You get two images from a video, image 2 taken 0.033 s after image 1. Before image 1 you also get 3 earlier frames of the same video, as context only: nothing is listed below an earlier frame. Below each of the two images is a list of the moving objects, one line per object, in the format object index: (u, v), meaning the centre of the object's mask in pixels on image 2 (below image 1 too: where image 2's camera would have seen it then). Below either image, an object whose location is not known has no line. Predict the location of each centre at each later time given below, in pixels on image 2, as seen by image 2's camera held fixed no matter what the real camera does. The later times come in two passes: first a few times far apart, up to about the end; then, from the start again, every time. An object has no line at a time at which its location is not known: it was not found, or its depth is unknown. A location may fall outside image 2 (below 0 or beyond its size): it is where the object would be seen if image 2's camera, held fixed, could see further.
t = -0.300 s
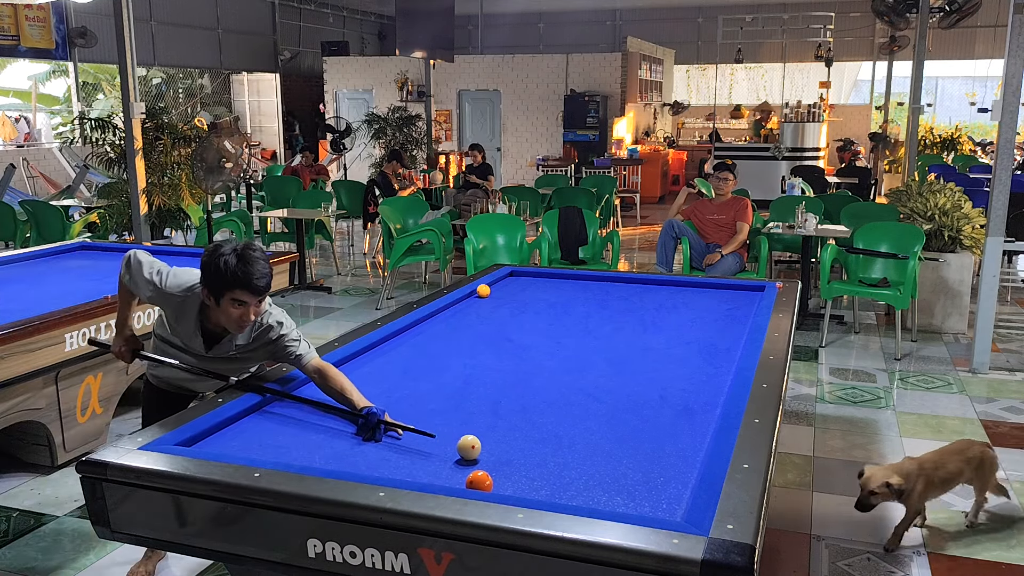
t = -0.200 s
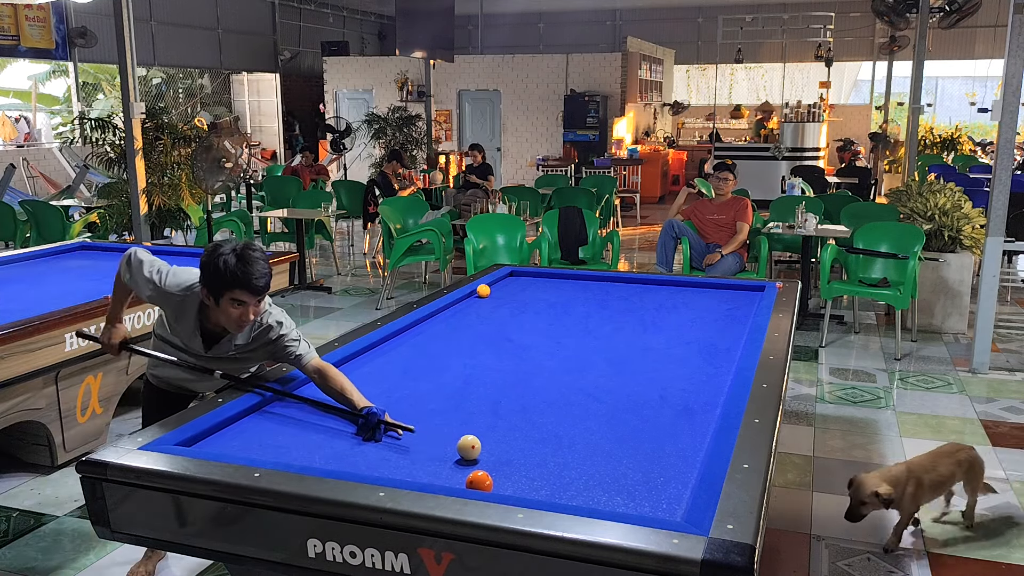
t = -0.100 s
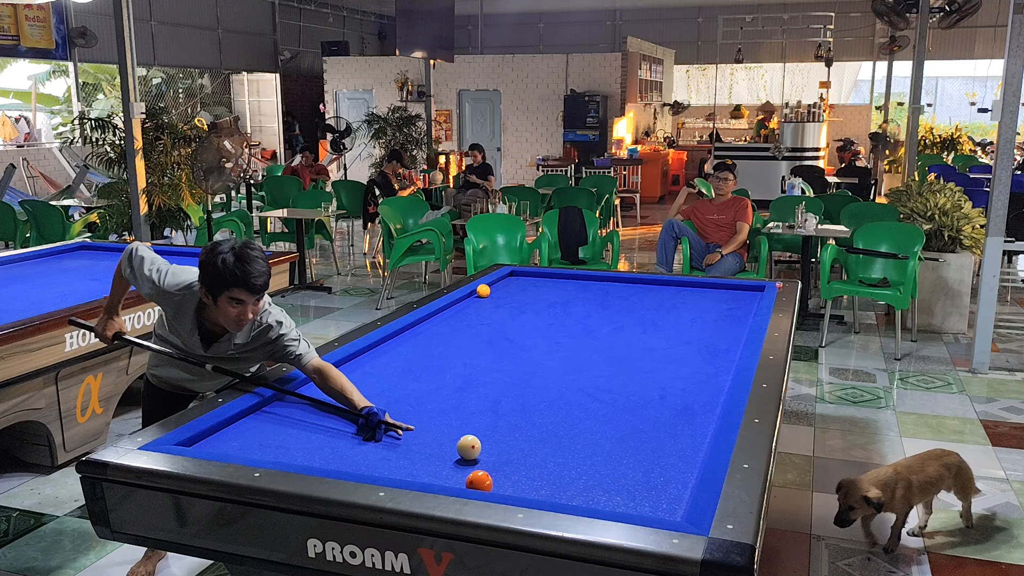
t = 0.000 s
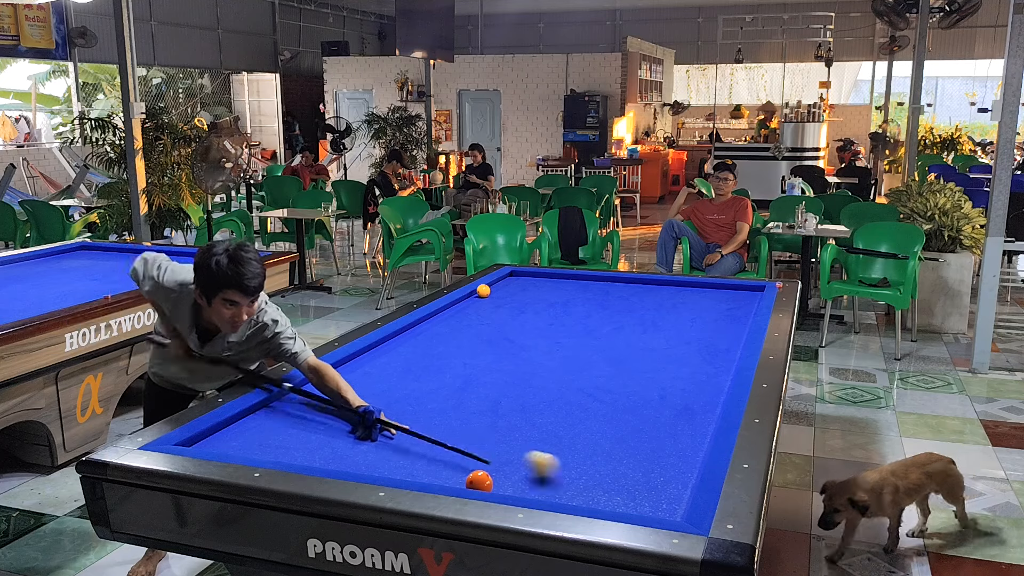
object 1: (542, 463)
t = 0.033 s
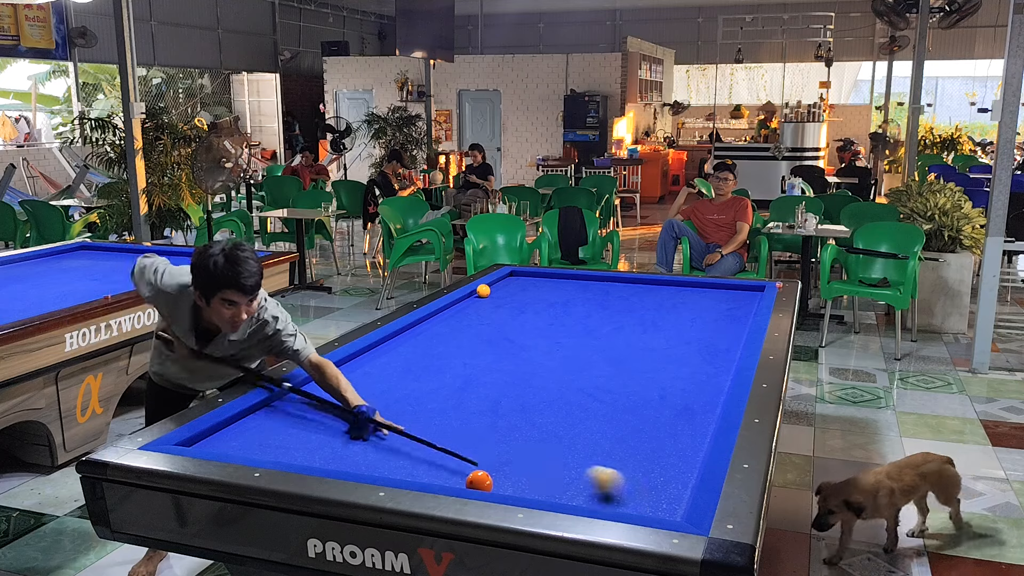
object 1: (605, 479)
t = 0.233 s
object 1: (485, 461)
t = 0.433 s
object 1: (349, 409)
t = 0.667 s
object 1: (379, 379)
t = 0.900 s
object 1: (507, 363)
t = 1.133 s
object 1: (604, 348)
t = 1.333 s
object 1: (678, 336)
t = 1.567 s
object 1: (740, 324)
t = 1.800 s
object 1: (706, 311)
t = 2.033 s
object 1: (685, 300)
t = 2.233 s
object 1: (670, 292)
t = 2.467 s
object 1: (654, 282)
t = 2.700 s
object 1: (638, 283)
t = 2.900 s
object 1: (625, 285)
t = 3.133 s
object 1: (609, 288)
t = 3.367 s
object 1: (594, 291)
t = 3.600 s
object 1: (579, 293)
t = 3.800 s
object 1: (566, 296)
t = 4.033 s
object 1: (551, 298)
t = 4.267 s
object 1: (536, 301)
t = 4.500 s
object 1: (520, 303)
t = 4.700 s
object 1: (508, 305)
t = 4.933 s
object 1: (493, 308)
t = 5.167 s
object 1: (478, 311)
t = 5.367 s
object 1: (466, 313)
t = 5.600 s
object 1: (451, 315)
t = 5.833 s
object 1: (437, 318)
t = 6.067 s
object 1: (425, 320)
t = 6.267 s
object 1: (425, 323)
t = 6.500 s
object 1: (425, 325)
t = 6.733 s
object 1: (425, 328)
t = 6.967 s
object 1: (426, 330)
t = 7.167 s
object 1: (426, 332)
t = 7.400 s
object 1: (426, 334)
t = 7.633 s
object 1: (426, 337)
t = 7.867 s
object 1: (426, 339)
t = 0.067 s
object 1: (674, 495)
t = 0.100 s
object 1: (637, 501)
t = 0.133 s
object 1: (580, 498)
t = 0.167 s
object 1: (545, 486)
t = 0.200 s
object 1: (513, 474)
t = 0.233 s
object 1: (485, 461)
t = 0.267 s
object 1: (457, 452)
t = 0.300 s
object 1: (433, 441)
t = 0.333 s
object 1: (410, 433)
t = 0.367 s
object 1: (388, 424)
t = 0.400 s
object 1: (368, 416)
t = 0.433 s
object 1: (349, 409)
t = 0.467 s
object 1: (331, 403)
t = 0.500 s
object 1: (314, 397)
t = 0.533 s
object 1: (299, 391)
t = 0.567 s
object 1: (308, 387)
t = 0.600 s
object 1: (333, 384)
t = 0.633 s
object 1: (357, 382)
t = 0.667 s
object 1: (379, 379)
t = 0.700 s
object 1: (400, 377)
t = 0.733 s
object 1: (420, 374)
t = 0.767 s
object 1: (439, 372)
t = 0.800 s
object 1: (458, 369)
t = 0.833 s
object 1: (475, 367)
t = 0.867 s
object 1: (491, 365)
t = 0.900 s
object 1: (507, 363)
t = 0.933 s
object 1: (522, 360)
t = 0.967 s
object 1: (536, 358)
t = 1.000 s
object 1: (550, 356)
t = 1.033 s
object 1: (564, 354)
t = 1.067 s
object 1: (577, 352)
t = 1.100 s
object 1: (590, 350)
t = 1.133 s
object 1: (604, 348)
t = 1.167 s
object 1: (617, 346)
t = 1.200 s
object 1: (629, 344)
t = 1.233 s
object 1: (642, 342)
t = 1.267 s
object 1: (654, 340)
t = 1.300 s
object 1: (666, 338)
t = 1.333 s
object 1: (678, 336)
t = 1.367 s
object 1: (689, 335)
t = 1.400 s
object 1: (701, 333)
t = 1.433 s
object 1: (712, 331)
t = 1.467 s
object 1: (724, 329)
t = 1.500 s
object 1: (734, 328)
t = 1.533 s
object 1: (744, 326)
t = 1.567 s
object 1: (740, 324)
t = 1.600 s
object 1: (733, 322)
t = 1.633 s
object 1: (727, 320)
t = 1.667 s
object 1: (721, 318)
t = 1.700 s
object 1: (717, 316)
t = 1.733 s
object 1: (712, 314)
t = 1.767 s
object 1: (709, 313)
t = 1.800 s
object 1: (706, 311)
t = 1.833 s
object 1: (702, 309)
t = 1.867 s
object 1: (699, 308)
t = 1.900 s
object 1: (697, 306)
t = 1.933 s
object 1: (694, 305)
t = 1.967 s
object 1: (691, 303)
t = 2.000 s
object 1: (688, 301)
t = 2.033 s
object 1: (685, 300)
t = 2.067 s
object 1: (683, 298)
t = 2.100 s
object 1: (680, 297)
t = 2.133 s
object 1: (677, 296)
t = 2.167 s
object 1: (675, 294)
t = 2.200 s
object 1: (672, 293)
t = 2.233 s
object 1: (670, 292)
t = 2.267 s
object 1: (667, 290)
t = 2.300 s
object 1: (665, 289)
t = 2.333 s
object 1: (663, 288)
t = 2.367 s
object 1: (660, 286)
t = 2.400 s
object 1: (658, 285)
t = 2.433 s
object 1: (656, 284)
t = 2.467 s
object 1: (654, 282)
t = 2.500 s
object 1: (651, 281)
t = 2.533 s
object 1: (649, 281)
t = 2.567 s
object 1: (647, 281)
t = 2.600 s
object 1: (645, 282)
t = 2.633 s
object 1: (642, 282)
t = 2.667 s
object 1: (640, 283)
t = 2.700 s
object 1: (638, 283)
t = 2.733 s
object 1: (636, 284)
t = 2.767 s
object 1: (634, 284)
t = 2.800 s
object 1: (631, 284)
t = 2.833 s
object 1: (629, 285)
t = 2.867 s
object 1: (627, 285)
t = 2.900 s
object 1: (625, 285)
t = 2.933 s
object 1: (623, 286)
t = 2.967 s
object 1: (620, 286)
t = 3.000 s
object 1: (618, 287)
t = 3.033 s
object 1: (616, 287)
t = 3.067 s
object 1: (614, 287)
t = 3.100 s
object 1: (612, 288)
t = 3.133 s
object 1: (609, 288)
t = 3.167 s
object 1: (607, 288)
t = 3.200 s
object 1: (605, 289)
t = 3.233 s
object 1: (603, 289)
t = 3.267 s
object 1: (601, 289)
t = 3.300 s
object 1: (599, 290)
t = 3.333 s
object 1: (596, 290)
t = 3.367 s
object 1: (594, 291)
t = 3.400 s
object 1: (592, 291)
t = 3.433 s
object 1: (590, 291)
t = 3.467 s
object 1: (588, 292)
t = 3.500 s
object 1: (585, 292)
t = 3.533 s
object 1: (583, 293)
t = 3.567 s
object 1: (581, 293)
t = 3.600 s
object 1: (579, 293)
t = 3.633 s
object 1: (577, 294)
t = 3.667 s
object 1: (575, 294)
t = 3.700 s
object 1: (573, 294)
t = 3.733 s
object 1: (570, 295)
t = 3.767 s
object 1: (568, 295)
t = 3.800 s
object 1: (566, 296)
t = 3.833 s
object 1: (564, 296)
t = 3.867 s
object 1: (562, 296)
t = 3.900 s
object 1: (559, 296)
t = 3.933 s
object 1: (557, 297)
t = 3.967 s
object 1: (555, 297)
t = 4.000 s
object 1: (553, 298)
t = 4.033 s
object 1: (551, 298)
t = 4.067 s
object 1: (548, 298)
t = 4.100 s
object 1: (546, 299)
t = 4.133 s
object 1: (544, 299)
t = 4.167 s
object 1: (542, 300)
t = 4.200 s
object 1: (540, 300)
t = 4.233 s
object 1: (538, 300)
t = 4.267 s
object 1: (536, 301)
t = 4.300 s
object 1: (533, 301)
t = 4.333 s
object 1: (531, 301)
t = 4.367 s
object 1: (529, 302)
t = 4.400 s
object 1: (527, 302)
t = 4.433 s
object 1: (525, 302)
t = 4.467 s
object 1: (522, 303)
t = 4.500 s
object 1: (520, 303)
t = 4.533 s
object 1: (518, 303)
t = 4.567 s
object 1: (516, 304)
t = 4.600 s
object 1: (514, 304)
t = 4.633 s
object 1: (512, 305)
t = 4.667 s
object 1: (510, 305)
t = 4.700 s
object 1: (508, 305)
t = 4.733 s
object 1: (506, 306)
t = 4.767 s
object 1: (504, 306)
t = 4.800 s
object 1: (502, 307)
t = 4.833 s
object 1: (499, 307)
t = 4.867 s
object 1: (497, 307)
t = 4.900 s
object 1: (495, 308)
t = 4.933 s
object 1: (493, 308)
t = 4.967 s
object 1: (491, 308)
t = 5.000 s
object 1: (489, 309)
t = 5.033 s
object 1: (487, 309)
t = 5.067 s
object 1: (485, 309)
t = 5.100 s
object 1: (483, 309)
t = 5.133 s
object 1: (480, 310)
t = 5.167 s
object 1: (478, 311)
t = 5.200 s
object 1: (476, 311)
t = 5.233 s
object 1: (474, 311)
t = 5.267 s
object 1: (472, 312)
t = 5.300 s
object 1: (470, 312)
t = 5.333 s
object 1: (468, 312)
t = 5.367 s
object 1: (466, 313)
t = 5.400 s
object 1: (464, 313)
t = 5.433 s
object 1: (462, 313)
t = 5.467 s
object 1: (460, 314)
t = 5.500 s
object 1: (458, 314)
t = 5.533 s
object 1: (455, 314)
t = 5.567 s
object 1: (453, 315)
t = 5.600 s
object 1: (451, 315)
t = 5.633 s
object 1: (450, 315)
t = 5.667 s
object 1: (447, 316)
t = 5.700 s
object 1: (445, 316)
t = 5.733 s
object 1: (443, 317)
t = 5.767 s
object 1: (441, 317)
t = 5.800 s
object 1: (439, 317)
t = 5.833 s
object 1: (437, 318)
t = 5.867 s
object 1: (435, 318)
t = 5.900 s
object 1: (433, 318)
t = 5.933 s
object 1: (431, 319)
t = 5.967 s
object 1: (429, 319)
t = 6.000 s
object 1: (427, 320)
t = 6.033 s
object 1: (425, 320)
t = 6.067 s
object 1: (425, 320)
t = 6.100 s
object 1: (425, 321)
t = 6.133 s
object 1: (425, 321)
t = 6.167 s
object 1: (425, 321)
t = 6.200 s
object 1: (425, 322)
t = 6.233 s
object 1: (425, 322)
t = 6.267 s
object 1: (425, 323)
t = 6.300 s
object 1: (425, 323)
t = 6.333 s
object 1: (425, 323)
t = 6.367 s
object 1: (425, 324)
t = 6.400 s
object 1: (425, 324)
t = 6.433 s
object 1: (425, 325)
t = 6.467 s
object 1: (425, 325)
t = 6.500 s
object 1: (425, 325)
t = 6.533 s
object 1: (425, 326)
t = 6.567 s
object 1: (425, 326)
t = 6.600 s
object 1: (425, 326)
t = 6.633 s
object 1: (425, 327)
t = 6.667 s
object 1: (425, 327)
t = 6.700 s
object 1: (425, 327)
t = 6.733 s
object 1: (425, 328)
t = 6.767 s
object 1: (425, 328)
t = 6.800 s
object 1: (425, 328)
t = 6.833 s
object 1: (426, 329)
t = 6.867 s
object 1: (426, 329)
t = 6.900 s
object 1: (426, 329)
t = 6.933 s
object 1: (426, 330)
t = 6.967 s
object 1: (426, 330)
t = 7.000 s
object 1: (426, 331)
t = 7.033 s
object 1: (426, 331)
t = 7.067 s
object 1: (426, 331)
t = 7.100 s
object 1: (426, 331)
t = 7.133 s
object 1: (426, 332)
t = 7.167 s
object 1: (426, 332)
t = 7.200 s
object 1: (426, 333)
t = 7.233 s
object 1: (426, 333)
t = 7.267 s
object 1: (426, 333)
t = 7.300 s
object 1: (426, 334)
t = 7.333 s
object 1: (426, 334)
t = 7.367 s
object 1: (426, 334)
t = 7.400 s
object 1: (426, 334)
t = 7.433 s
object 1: (426, 335)
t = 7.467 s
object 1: (426, 335)
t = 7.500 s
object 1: (426, 335)
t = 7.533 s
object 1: (426, 336)
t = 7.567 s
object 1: (426, 336)
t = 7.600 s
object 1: (426, 336)
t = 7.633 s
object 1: (426, 337)
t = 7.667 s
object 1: (426, 337)
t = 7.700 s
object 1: (426, 337)
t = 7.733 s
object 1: (426, 338)
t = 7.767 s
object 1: (426, 338)
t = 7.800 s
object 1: (426, 338)
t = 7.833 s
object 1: (426, 338)
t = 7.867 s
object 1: (426, 339)
